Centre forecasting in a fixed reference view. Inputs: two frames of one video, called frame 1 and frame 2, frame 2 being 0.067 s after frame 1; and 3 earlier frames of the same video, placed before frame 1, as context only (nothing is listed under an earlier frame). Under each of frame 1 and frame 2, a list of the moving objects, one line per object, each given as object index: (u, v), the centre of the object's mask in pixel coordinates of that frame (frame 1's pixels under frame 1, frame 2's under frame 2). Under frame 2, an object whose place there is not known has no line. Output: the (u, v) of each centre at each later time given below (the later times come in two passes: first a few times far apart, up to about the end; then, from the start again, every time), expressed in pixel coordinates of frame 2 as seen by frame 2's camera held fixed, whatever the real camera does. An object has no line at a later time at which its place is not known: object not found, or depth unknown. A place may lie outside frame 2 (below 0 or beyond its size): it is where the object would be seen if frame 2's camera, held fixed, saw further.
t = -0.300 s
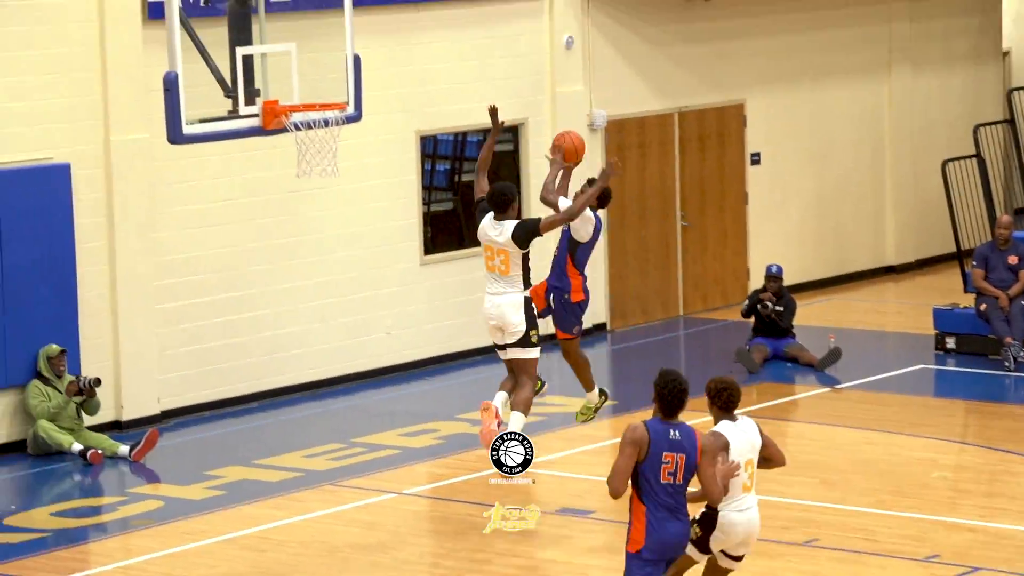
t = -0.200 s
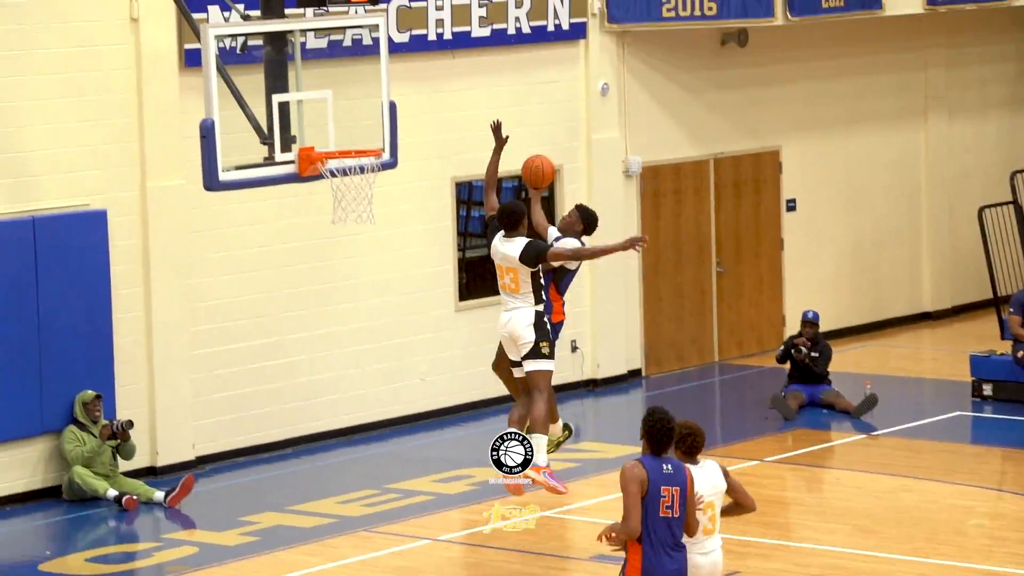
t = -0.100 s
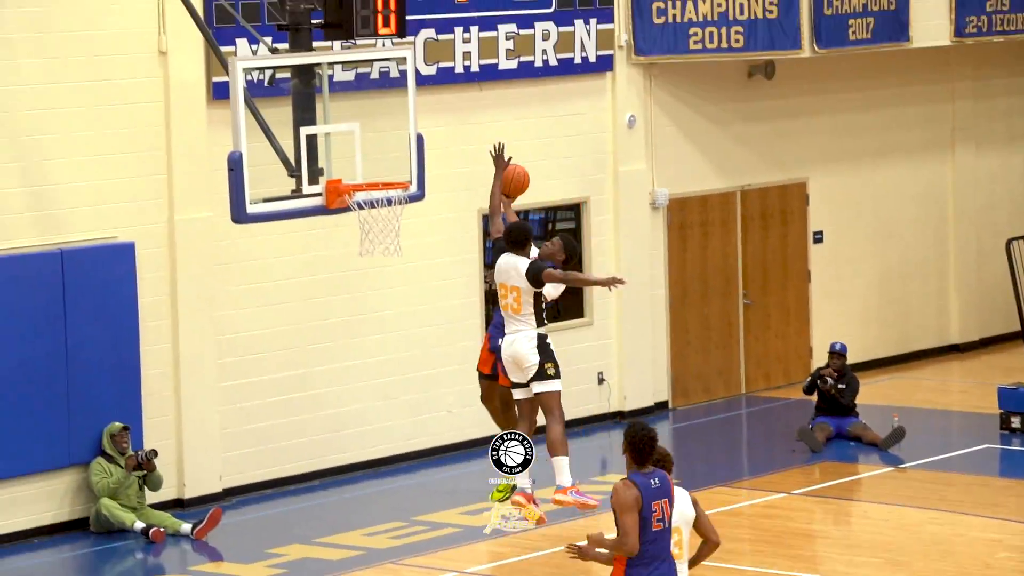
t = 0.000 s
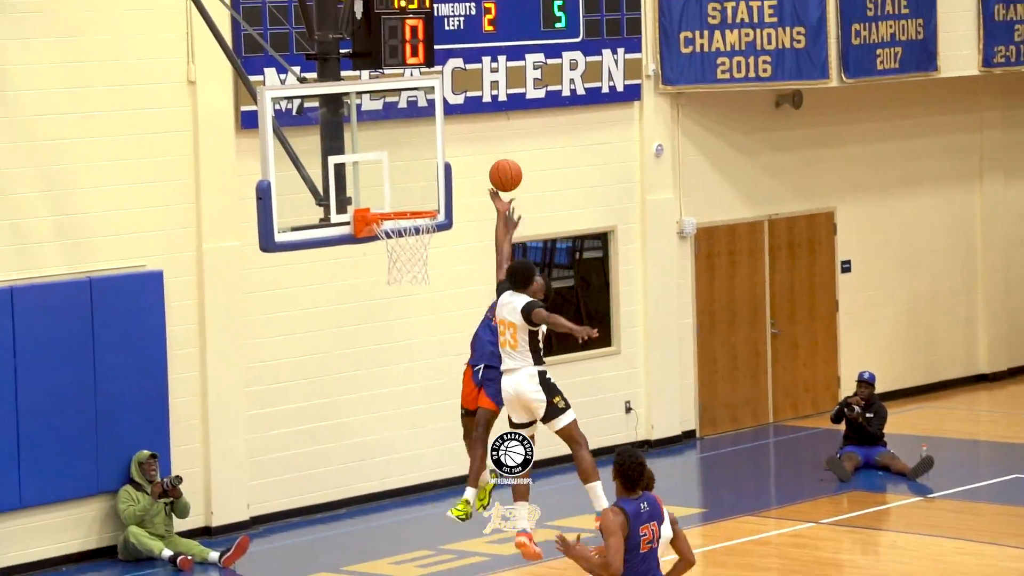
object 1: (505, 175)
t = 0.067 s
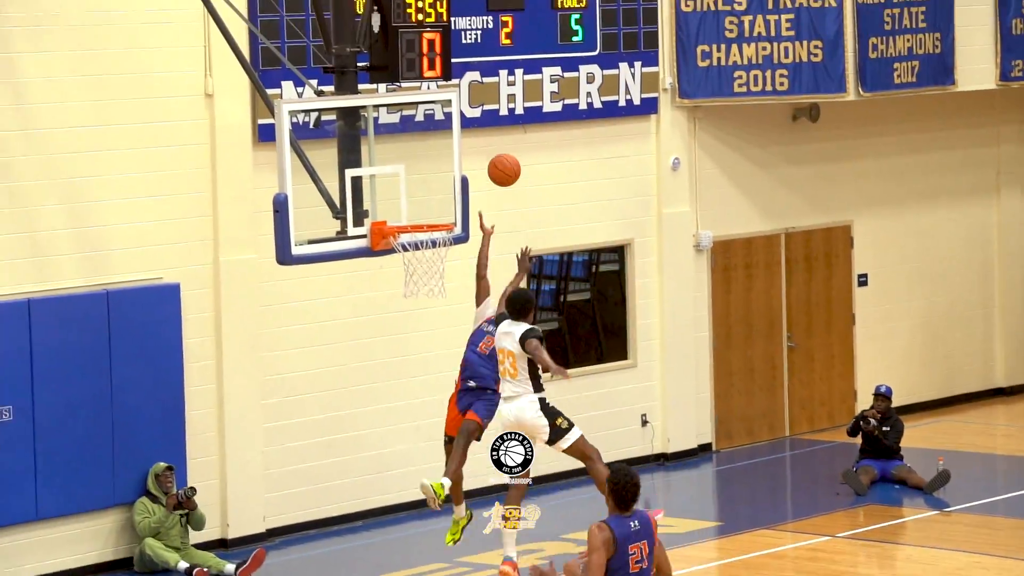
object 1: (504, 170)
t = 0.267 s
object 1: (449, 149)
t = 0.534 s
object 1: (449, 186)
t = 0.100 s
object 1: (495, 163)
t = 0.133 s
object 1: (485, 157)
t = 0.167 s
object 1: (476, 153)
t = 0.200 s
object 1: (467, 150)
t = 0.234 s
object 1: (458, 149)
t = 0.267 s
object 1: (449, 149)
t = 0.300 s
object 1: (447, 149)
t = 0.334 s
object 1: (447, 149)
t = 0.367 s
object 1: (447, 151)
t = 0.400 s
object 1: (447, 155)
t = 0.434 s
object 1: (447, 160)
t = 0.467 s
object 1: (448, 167)
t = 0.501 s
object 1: (449, 176)
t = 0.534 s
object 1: (449, 186)
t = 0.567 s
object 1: (449, 198)
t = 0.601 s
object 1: (450, 210)
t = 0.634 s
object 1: (456, 218)
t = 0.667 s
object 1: (464, 226)
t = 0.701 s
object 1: (471, 233)
